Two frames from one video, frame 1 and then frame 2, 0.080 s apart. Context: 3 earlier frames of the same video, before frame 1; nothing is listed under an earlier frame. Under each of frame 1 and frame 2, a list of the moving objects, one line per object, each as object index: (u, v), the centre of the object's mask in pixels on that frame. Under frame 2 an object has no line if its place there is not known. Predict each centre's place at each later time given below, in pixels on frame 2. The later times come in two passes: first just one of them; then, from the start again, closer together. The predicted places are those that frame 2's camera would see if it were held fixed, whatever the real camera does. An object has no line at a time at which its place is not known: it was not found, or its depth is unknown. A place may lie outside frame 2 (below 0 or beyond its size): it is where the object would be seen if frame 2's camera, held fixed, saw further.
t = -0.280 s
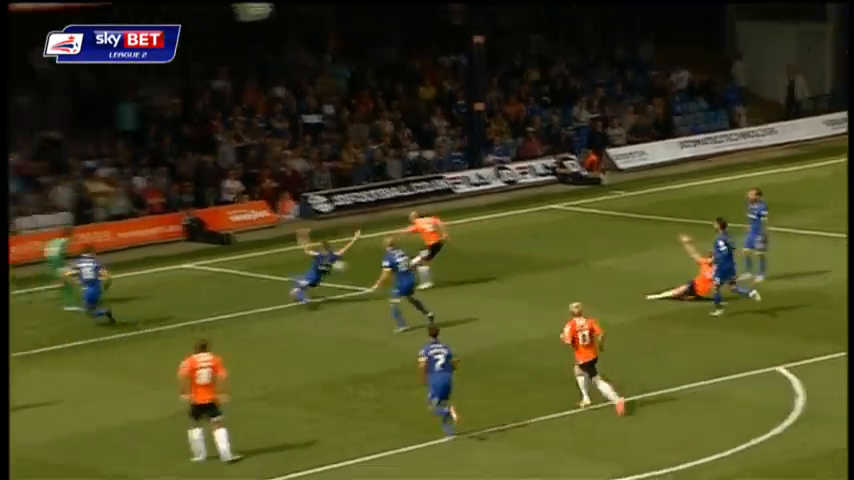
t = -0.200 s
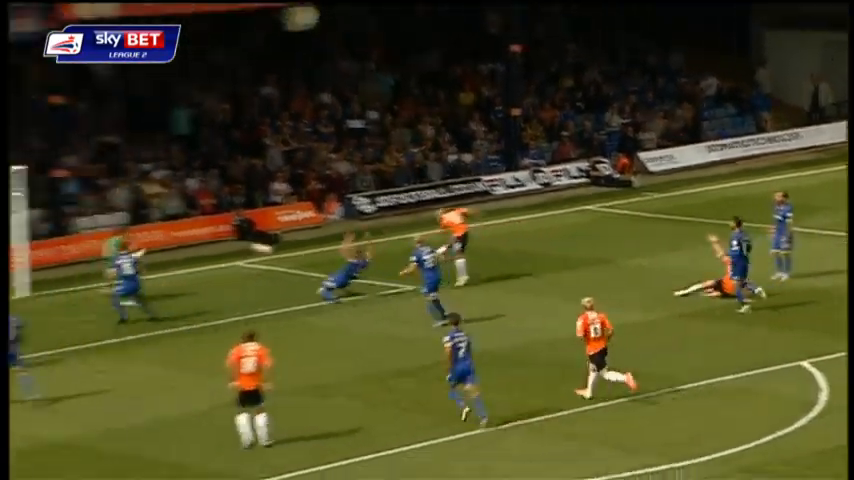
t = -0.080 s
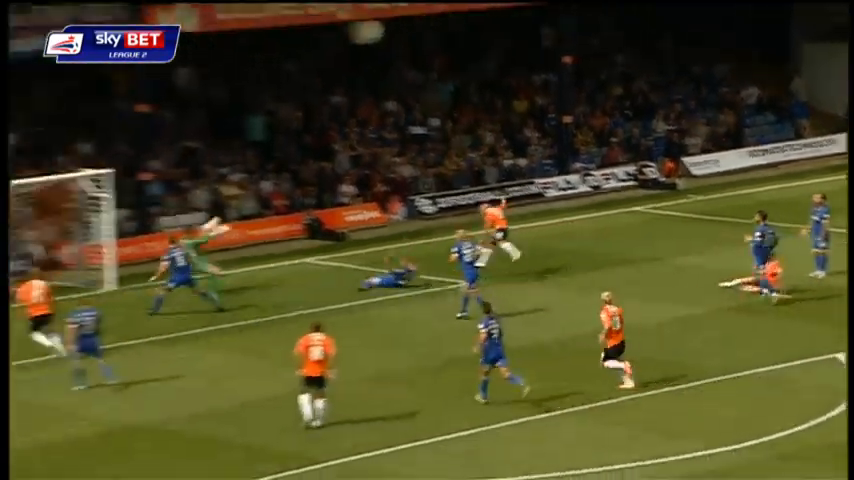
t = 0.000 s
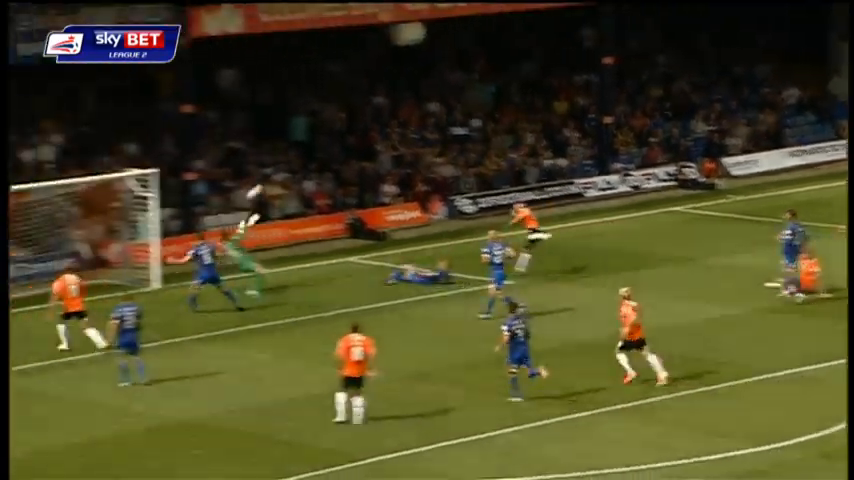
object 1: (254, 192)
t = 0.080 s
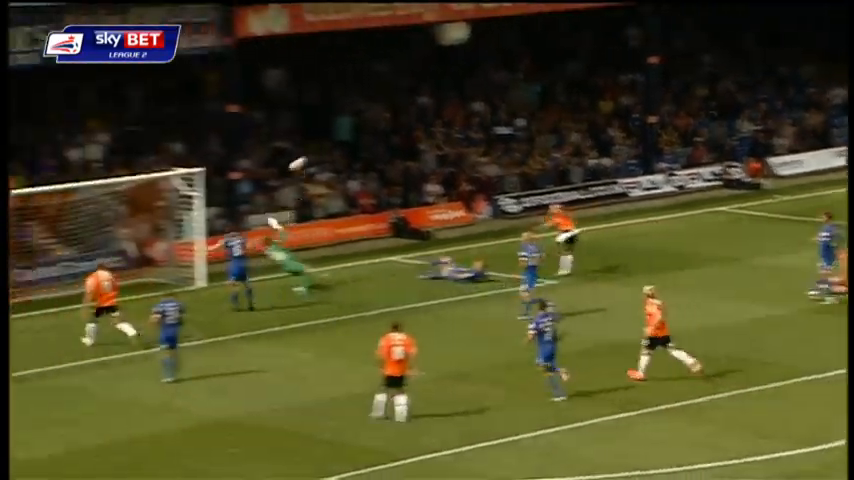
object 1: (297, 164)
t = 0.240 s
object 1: (295, 118)
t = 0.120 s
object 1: (297, 151)
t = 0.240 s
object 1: (295, 118)
